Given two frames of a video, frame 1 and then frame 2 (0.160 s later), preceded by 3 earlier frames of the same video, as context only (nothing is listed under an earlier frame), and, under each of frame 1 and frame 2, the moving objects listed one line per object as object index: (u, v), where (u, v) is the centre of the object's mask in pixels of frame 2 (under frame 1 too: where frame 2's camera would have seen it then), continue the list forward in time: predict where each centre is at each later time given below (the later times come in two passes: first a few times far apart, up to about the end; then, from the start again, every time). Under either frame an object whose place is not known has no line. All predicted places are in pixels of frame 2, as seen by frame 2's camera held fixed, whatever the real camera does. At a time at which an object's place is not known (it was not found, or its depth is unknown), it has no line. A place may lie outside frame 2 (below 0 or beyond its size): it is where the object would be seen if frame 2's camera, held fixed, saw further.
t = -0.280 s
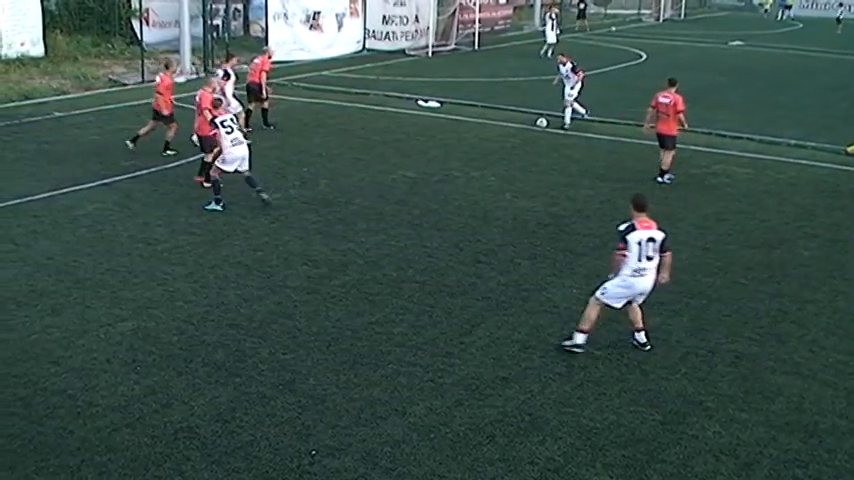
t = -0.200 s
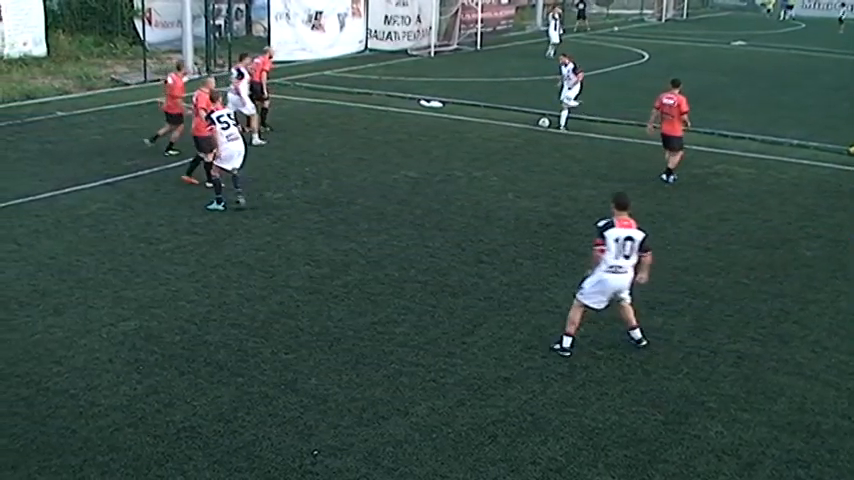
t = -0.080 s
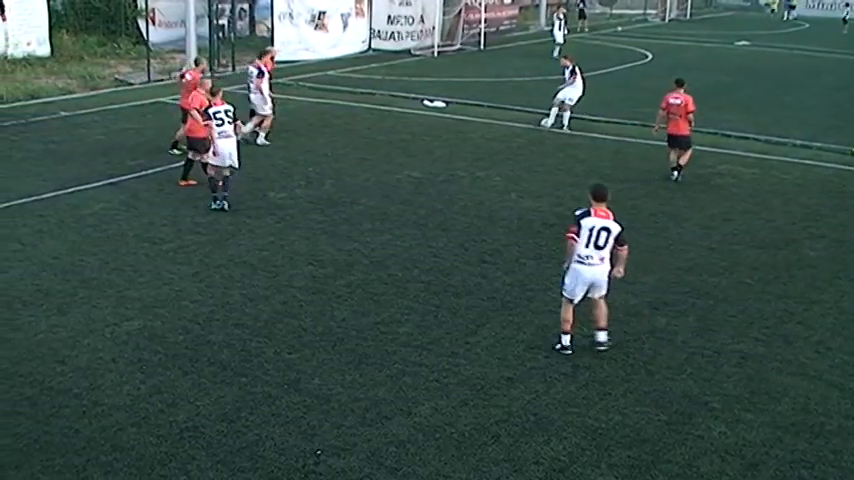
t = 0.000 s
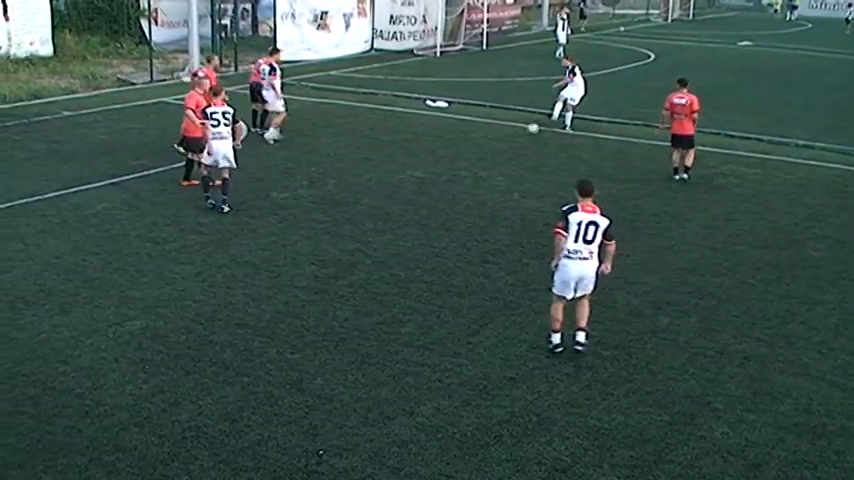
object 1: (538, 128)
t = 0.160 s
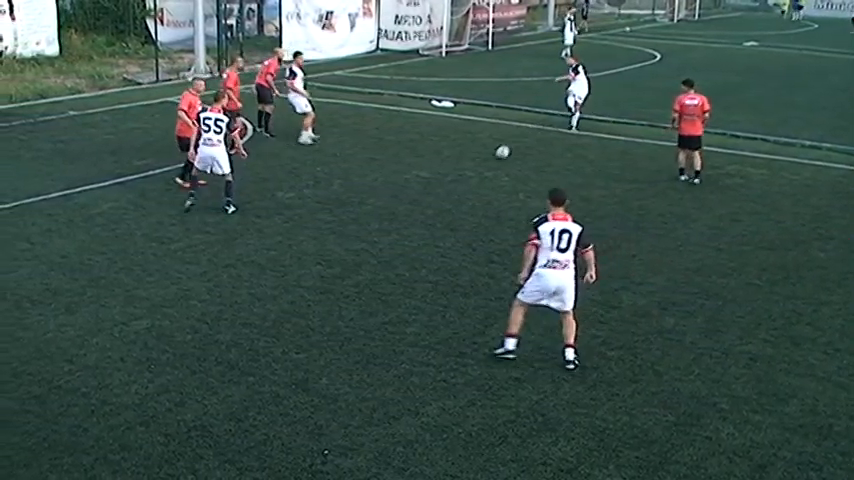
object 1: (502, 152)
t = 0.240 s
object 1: (485, 161)
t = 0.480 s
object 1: (433, 194)
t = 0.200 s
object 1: (493, 158)
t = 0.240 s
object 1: (485, 161)
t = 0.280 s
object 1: (477, 165)
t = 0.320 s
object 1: (468, 171)
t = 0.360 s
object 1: (459, 179)
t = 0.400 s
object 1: (450, 187)
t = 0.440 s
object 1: (441, 190)
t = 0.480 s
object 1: (433, 194)
